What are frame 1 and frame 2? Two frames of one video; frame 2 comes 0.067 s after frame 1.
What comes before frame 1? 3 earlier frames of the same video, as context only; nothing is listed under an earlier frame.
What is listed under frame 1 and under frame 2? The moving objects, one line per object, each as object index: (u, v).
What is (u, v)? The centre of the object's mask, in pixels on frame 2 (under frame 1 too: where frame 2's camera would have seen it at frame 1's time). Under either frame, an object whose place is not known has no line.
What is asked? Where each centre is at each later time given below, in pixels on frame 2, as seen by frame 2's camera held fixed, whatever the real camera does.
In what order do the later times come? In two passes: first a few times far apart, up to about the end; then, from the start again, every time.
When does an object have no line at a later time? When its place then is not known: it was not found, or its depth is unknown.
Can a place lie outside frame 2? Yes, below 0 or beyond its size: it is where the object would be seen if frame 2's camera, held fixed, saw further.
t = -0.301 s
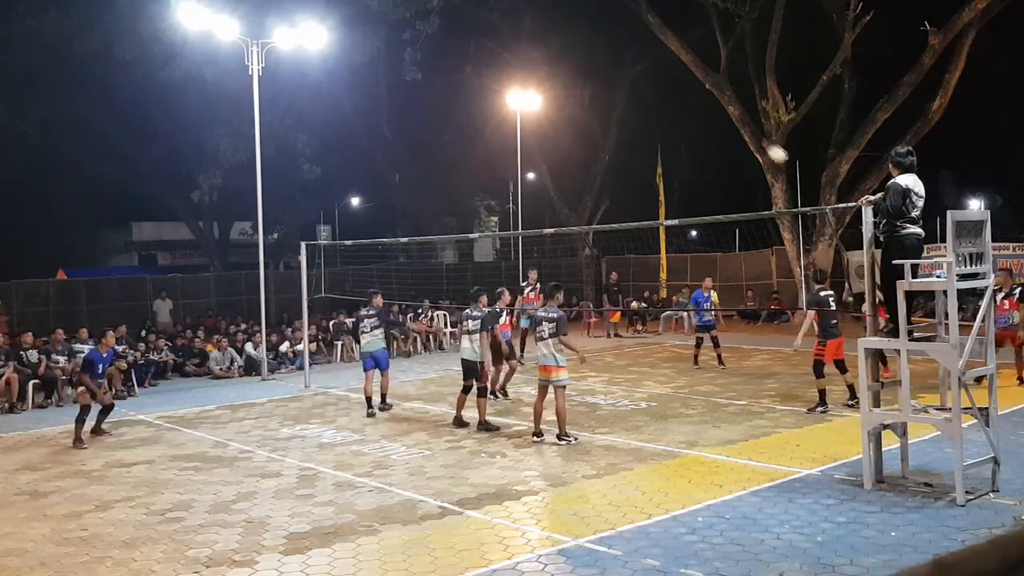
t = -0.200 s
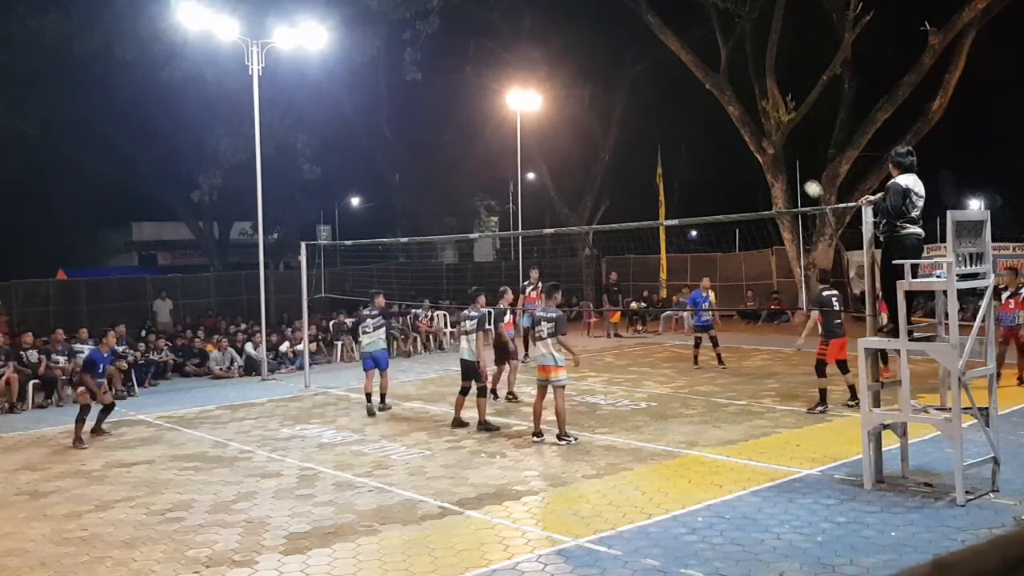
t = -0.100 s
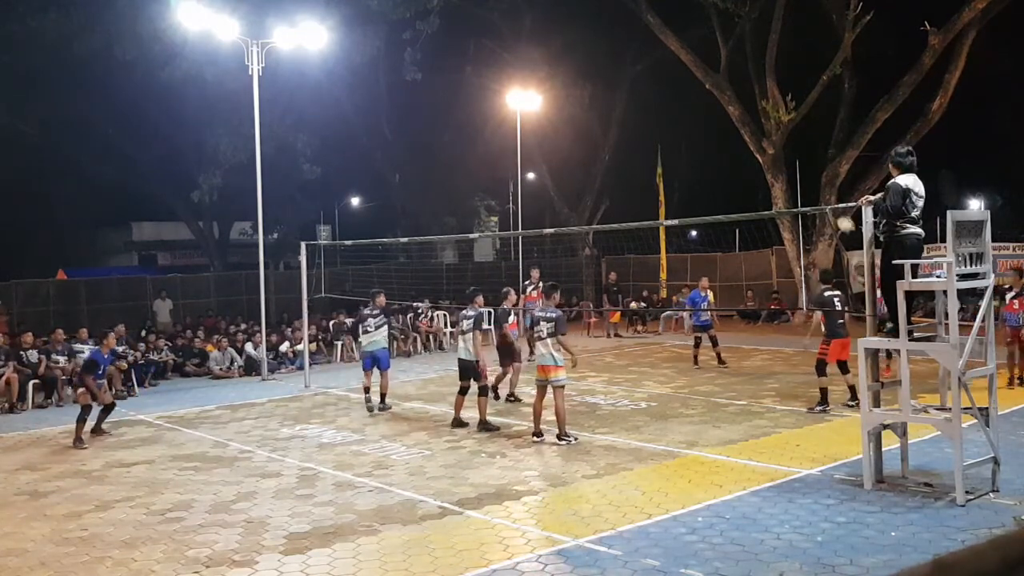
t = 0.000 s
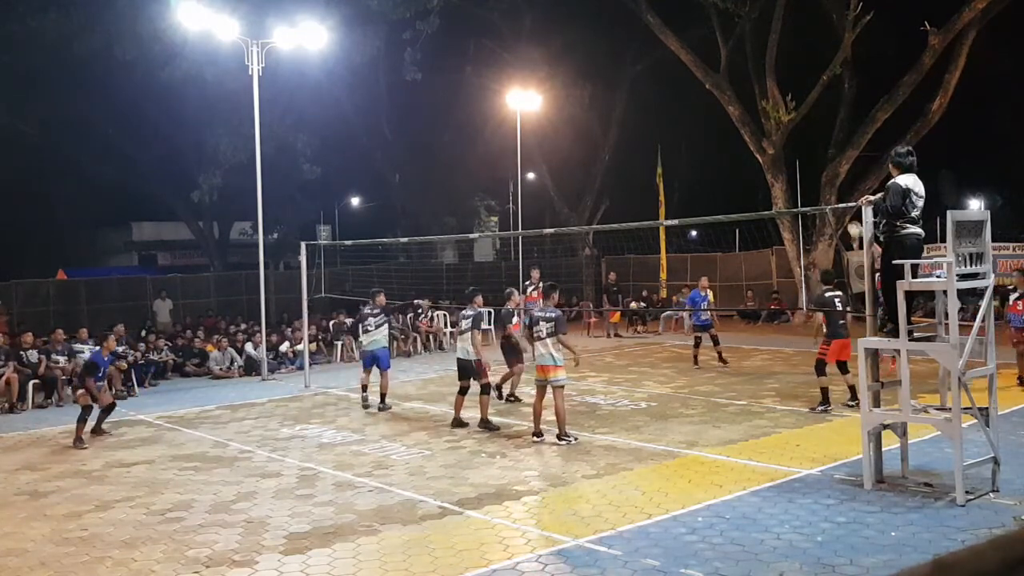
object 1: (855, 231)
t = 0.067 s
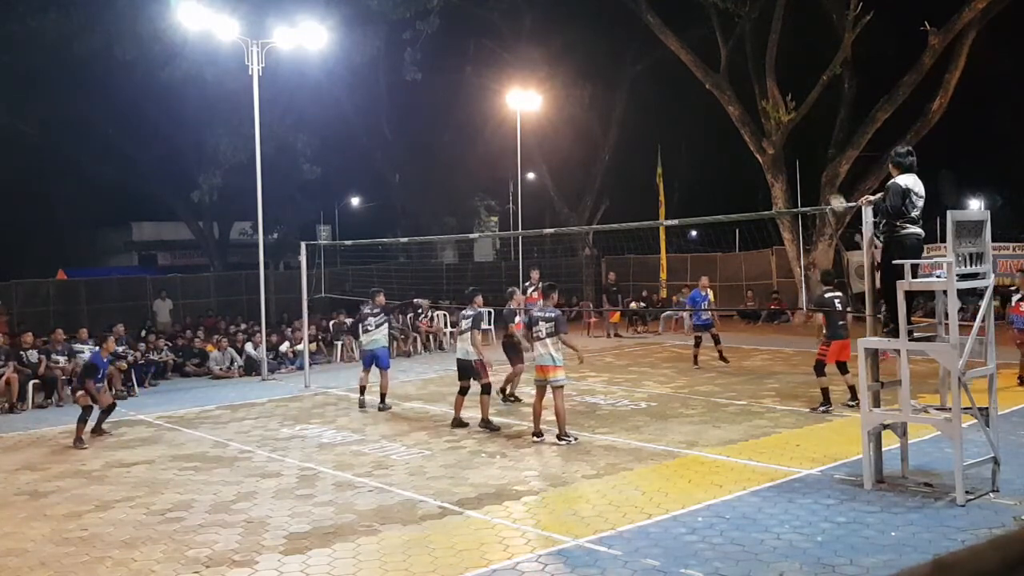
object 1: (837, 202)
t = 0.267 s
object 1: (788, 140)
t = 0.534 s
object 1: (723, 94)
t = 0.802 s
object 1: (660, 95)
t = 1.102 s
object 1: (594, 153)
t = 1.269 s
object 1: (558, 211)
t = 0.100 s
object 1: (829, 192)
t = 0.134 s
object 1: (821, 179)
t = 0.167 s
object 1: (813, 168)
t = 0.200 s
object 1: (804, 158)
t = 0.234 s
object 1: (797, 149)
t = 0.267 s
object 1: (788, 140)
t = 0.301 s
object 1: (779, 131)
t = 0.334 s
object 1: (771, 124)
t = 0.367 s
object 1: (763, 117)
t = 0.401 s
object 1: (754, 111)
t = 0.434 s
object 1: (747, 106)
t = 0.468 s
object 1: (738, 101)
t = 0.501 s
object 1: (730, 97)
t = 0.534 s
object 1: (723, 94)
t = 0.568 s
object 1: (714, 91)
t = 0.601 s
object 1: (706, 90)
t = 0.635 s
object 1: (699, 89)
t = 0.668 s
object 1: (691, 88)
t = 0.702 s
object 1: (683, 89)
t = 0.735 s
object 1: (675, 91)
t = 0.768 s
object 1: (668, 93)
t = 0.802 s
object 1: (660, 95)
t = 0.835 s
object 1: (653, 99)
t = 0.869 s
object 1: (645, 103)
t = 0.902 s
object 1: (637, 108)
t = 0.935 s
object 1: (630, 113)
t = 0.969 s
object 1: (622, 120)
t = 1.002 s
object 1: (615, 128)
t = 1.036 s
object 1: (608, 135)
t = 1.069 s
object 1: (600, 144)
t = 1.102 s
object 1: (594, 153)
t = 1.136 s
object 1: (586, 163)
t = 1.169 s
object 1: (579, 174)
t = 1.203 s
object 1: (573, 185)
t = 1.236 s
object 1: (565, 198)
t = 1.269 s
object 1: (558, 211)
